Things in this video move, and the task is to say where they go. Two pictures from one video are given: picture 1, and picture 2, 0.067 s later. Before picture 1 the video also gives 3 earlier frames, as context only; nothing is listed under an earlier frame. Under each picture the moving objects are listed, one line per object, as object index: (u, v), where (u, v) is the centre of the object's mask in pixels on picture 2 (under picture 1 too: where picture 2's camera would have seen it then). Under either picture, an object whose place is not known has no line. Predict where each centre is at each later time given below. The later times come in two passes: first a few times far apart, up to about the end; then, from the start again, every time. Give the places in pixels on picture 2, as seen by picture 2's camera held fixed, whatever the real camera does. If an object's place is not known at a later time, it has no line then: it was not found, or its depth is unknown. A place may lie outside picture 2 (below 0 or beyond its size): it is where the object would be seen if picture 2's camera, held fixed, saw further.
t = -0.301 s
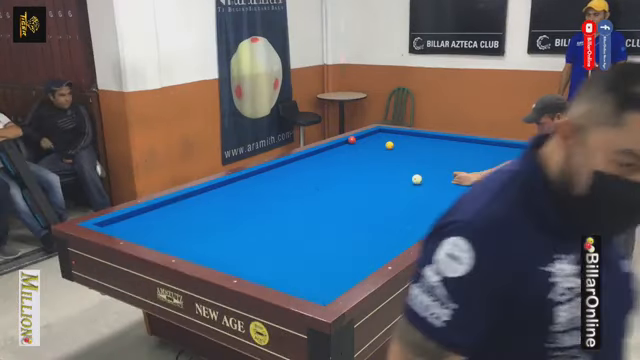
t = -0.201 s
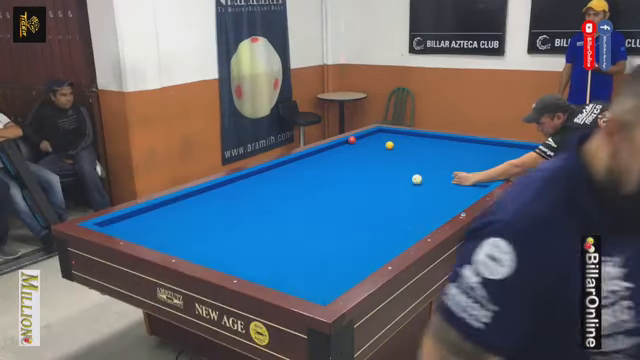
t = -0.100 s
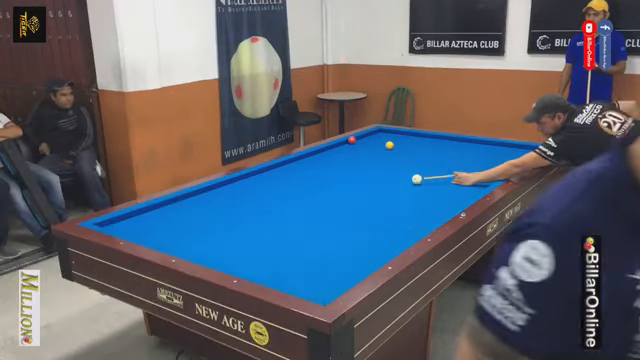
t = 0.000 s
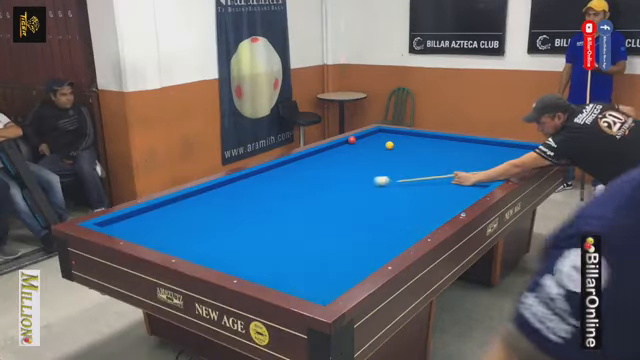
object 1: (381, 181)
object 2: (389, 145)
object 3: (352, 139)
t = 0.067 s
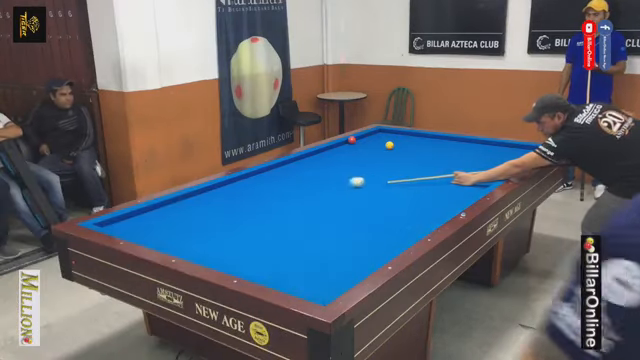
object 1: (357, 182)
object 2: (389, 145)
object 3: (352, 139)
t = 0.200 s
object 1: (311, 184)
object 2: (389, 145)
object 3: (352, 139)
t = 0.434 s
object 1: (234, 189)
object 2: (389, 145)
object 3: (352, 140)
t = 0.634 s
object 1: (197, 200)
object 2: (389, 145)
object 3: (352, 140)
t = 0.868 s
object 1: (177, 224)
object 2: (389, 145)
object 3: (352, 140)
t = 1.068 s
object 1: (172, 242)
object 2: (389, 145)
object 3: (352, 140)
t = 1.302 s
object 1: (239, 239)
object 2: (389, 145)
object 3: (352, 140)
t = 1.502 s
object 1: (291, 237)
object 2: (389, 145)
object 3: (352, 140)
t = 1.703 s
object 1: (343, 235)
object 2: (389, 145)
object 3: (352, 140)
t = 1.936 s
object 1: (402, 232)
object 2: (389, 145)
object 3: (352, 140)
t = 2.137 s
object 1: (409, 221)
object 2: (389, 145)
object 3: (352, 140)
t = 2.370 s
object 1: (405, 207)
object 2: (389, 145)
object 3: (352, 140)
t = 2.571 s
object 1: (401, 196)
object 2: (389, 145)
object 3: (352, 140)
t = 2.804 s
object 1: (397, 186)
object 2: (389, 145)
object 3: (352, 140)
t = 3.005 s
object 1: (395, 178)
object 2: (389, 145)
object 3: (352, 140)
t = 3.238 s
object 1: (392, 169)
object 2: (389, 145)
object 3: (352, 140)
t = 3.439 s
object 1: (389, 162)
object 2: (389, 145)
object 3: (352, 140)
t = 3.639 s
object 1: (387, 156)
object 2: (389, 145)
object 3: (352, 140)
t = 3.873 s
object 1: (385, 150)
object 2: (390, 144)
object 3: (352, 140)
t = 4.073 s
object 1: (379, 145)
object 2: (393, 144)
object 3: (352, 140)
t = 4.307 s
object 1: (369, 143)
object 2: (400, 142)
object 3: (352, 140)
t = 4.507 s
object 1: (360, 140)
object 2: (406, 141)
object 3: (352, 139)
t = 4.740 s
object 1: (359, 138)
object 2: (412, 139)
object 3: (352, 140)
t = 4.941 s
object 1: (364, 137)
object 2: (417, 138)
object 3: (354, 140)
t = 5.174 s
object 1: (371, 137)
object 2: (424, 136)
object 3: (355, 141)
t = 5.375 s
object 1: (376, 137)
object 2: (428, 135)
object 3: (356, 141)
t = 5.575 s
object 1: (381, 136)
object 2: (427, 135)
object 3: (357, 142)
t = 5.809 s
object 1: (387, 136)
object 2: (426, 136)
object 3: (358, 142)
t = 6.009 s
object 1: (391, 136)
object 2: (425, 138)
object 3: (359, 142)
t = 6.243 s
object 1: (396, 136)
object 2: (424, 138)
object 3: (359, 142)
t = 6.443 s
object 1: (400, 136)
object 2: (423, 139)
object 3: (360, 143)
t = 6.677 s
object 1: (405, 136)
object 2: (422, 140)
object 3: (360, 143)
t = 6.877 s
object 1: (408, 135)
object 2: (421, 140)
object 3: (360, 143)
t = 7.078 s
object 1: (411, 135)
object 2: (420, 141)
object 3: (360, 143)
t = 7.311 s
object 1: (414, 135)
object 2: (419, 142)
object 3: (360, 143)
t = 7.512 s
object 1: (417, 135)
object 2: (418, 142)
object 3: (360, 143)
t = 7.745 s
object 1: (420, 135)
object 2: (418, 143)
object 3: (360, 143)
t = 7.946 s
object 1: (422, 135)
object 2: (417, 143)
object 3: (360, 143)
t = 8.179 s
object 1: (425, 135)
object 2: (416, 144)
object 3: (360, 143)
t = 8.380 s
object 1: (426, 135)
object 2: (416, 144)
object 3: (360, 143)
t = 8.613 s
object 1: (427, 135)
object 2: (415, 145)
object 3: (360, 143)
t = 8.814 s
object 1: (427, 135)
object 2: (415, 145)
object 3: (360, 143)
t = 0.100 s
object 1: (345, 183)
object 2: (389, 145)
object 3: (352, 139)
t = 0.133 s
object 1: (333, 183)
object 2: (389, 145)
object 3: (352, 139)
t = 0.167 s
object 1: (322, 184)
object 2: (389, 145)
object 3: (352, 139)
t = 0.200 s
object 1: (311, 184)
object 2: (389, 145)
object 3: (352, 139)
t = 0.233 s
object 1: (301, 185)
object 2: (389, 145)
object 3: (352, 139)
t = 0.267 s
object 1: (290, 185)
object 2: (389, 145)
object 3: (352, 139)
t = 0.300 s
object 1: (279, 186)
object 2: (389, 145)
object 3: (352, 139)
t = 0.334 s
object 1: (267, 187)
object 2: (389, 145)
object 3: (352, 139)
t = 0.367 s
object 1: (256, 187)
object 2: (389, 145)
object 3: (352, 139)
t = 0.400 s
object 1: (245, 188)
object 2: (389, 145)
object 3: (352, 139)
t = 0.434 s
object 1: (234, 189)
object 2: (389, 145)
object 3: (352, 140)
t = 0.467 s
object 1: (223, 189)
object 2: (389, 145)
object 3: (352, 140)
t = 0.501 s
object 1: (212, 190)
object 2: (389, 145)
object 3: (352, 140)
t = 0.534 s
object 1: (202, 190)
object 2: (389, 145)
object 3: (352, 140)
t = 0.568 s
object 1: (200, 194)
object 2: (389, 145)
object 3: (352, 140)
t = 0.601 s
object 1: (199, 197)
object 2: (389, 145)
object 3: (352, 140)
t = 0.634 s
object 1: (197, 200)
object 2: (389, 145)
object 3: (352, 140)
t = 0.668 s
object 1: (195, 203)
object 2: (389, 145)
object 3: (352, 140)
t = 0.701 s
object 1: (193, 206)
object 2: (389, 145)
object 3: (352, 140)
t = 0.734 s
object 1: (190, 210)
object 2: (389, 145)
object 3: (352, 140)
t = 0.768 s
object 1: (187, 213)
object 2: (389, 145)
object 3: (352, 140)
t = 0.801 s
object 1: (184, 217)
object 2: (389, 145)
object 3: (352, 140)
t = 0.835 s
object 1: (181, 220)
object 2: (389, 145)
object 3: (352, 140)
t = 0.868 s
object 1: (177, 224)
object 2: (389, 145)
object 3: (352, 140)
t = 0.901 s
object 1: (174, 227)
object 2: (389, 145)
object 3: (352, 140)
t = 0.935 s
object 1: (170, 231)
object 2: (389, 145)
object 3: (352, 140)
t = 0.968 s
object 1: (167, 236)
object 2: (389, 145)
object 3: (352, 140)
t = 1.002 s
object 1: (163, 239)
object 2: (389, 145)
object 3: (352, 140)
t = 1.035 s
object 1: (161, 242)
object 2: (389, 145)
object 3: (352, 140)
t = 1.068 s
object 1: (172, 242)
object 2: (389, 145)
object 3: (352, 140)
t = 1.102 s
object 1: (182, 241)
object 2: (389, 145)
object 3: (352, 140)
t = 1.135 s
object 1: (193, 241)
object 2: (389, 145)
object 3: (352, 140)
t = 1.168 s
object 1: (203, 240)
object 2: (389, 145)
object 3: (352, 140)
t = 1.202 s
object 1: (212, 240)
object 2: (389, 145)
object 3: (352, 140)
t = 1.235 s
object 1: (221, 240)
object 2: (389, 145)
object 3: (352, 140)
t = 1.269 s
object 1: (230, 239)
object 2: (389, 145)
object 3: (352, 140)
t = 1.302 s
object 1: (239, 239)
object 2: (389, 145)
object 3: (352, 140)
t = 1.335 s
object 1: (248, 239)
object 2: (389, 145)
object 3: (352, 140)
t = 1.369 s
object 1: (256, 238)
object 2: (389, 145)
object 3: (352, 140)
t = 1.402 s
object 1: (265, 238)
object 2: (389, 145)
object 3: (352, 140)
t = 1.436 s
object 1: (274, 237)
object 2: (389, 145)
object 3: (352, 140)
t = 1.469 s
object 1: (282, 237)
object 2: (389, 145)
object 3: (352, 140)
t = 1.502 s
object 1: (291, 237)
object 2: (389, 145)
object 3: (352, 140)
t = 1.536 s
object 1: (300, 236)
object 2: (389, 145)
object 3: (352, 140)
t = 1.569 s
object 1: (309, 236)
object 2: (389, 145)
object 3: (352, 140)
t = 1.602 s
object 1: (317, 236)
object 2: (389, 145)
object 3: (352, 140)
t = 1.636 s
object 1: (325, 235)
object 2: (389, 145)
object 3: (352, 140)
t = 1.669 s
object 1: (334, 235)
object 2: (389, 145)
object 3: (352, 140)
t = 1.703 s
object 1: (343, 235)
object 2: (389, 145)
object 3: (352, 140)
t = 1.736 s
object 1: (351, 234)
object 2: (389, 145)
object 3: (352, 140)
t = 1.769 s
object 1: (360, 234)
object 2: (389, 145)
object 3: (352, 140)
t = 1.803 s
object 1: (368, 234)
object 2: (389, 145)
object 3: (352, 140)
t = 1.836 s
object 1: (377, 233)
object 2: (389, 145)
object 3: (352, 140)
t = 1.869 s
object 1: (385, 233)
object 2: (389, 145)
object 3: (352, 140)
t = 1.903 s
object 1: (393, 233)
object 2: (389, 145)
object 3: (352, 140)
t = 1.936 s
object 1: (402, 232)
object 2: (389, 145)
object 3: (352, 140)
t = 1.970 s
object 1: (409, 232)
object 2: (389, 145)
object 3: (352, 140)
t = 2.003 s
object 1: (414, 230)
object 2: (389, 145)
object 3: (352, 140)
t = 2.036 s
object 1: (413, 228)
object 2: (389, 145)
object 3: (352, 140)
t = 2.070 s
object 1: (411, 226)
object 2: (389, 145)
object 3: (352, 140)
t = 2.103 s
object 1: (410, 223)
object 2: (389, 145)
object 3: (352, 140)
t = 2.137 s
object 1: (409, 221)
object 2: (389, 145)
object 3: (352, 140)
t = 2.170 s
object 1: (409, 219)
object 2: (389, 145)
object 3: (352, 140)
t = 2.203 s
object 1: (408, 217)
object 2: (389, 145)
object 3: (352, 140)
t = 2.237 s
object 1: (407, 215)
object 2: (389, 145)
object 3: (352, 140)
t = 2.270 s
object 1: (407, 213)
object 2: (389, 145)
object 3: (352, 140)
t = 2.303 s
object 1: (406, 211)
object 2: (389, 145)
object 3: (352, 140)
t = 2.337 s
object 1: (406, 209)
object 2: (389, 145)
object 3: (352, 140)
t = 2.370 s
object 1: (405, 207)
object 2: (389, 145)
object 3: (352, 140)
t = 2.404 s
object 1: (404, 205)
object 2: (389, 145)
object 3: (352, 140)
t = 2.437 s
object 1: (403, 203)
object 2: (389, 145)
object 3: (352, 140)
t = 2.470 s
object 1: (403, 202)
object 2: (389, 145)
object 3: (352, 140)
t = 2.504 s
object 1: (402, 200)
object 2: (389, 145)
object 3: (352, 140)
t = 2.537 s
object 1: (402, 198)
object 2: (389, 145)
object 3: (352, 140)
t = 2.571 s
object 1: (401, 196)
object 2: (389, 145)
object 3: (352, 140)
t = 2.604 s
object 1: (400, 195)
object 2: (389, 145)
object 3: (352, 140)
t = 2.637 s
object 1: (400, 193)
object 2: (389, 145)
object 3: (352, 140)
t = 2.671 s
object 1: (399, 192)
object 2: (389, 145)
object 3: (352, 140)
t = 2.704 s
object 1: (399, 190)
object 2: (389, 145)
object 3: (352, 140)
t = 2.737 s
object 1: (398, 189)
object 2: (389, 145)
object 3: (352, 140)
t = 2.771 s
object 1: (398, 187)
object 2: (389, 145)
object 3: (352, 140)
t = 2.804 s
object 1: (397, 186)
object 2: (389, 145)
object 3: (352, 140)
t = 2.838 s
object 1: (397, 184)
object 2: (389, 145)
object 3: (352, 140)
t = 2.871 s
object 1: (396, 183)
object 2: (389, 145)
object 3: (352, 140)
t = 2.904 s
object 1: (396, 181)
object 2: (389, 145)
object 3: (352, 140)
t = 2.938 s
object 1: (395, 180)
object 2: (389, 145)
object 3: (352, 140)
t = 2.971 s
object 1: (395, 179)
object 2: (389, 145)
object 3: (352, 140)
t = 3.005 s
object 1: (395, 178)
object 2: (389, 145)
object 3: (352, 140)
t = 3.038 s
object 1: (394, 176)
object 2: (389, 145)
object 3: (352, 140)
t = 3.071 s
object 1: (394, 175)
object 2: (389, 145)
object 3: (352, 140)
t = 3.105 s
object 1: (393, 174)
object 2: (389, 145)
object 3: (352, 140)
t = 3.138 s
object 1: (393, 172)
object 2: (389, 145)
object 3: (352, 140)
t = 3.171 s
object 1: (392, 171)
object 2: (389, 145)
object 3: (352, 140)
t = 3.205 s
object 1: (392, 170)
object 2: (389, 145)
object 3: (352, 140)
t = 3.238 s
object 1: (392, 169)
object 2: (389, 145)
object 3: (352, 140)
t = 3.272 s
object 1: (391, 167)
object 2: (389, 145)
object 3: (352, 140)
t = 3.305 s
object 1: (391, 166)
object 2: (389, 145)
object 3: (352, 140)
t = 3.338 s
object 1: (390, 165)
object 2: (389, 145)
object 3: (352, 140)
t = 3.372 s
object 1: (390, 164)
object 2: (389, 145)
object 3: (352, 140)
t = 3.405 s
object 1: (390, 163)
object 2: (389, 145)
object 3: (352, 140)
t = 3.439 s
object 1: (389, 162)
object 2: (389, 145)
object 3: (352, 140)
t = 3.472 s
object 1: (389, 161)
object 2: (389, 145)
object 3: (352, 140)
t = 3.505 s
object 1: (389, 160)
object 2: (389, 145)
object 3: (352, 140)
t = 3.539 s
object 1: (388, 159)
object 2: (389, 145)
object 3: (352, 140)
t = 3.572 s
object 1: (388, 158)
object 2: (389, 145)
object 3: (352, 140)
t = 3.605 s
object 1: (388, 157)
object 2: (389, 145)
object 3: (352, 140)
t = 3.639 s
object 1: (387, 156)
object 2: (389, 145)
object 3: (352, 140)
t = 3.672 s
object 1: (387, 155)
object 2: (389, 145)
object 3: (352, 140)
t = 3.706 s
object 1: (387, 154)
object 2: (389, 145)
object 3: (352, 140)
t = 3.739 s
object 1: (386, 153)
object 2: (389, 145)
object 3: (352, 140)
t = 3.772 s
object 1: (386, 152)
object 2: (389, 144)
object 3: (352, 140)
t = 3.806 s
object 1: (386, 152)
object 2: (389, 144)
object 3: (352, 140)
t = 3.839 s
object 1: (386, 151)
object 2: (389, 144)
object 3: (352, 140)
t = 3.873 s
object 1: (385, 150)
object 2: (390, 144)
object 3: (352, 140)
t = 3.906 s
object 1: (385, 149)
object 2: (390, 144)
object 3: (352, 140)
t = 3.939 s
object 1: (385, 148)
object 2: (390, 144)
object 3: (352, 140)
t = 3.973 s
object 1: (384, 147)
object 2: (390, 145)
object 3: (352, 140)
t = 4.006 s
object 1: (383, 146)
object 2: (390, 145)
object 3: (352, 140)
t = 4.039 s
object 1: (381, 146)
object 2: (392, 144)
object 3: (352, 140)
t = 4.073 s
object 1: (379, 145)
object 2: (393, 144)
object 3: (352, 140)
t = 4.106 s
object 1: (378, 145)
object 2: (394, 144)
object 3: (352, 140)
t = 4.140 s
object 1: (376, 145)
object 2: (395, 143)
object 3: (352, 140)
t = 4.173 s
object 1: (375, 144)
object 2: (396, 143)
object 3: (352, 140)
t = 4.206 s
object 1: (373, 144)
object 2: (397, 143)
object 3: (352, 140)
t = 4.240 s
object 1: (372, 143)
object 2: (398, 143)
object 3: (352, 140)
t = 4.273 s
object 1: (370, 143)
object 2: (399, 143)
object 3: (352, 140)
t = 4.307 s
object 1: (369, 143)
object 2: (400, 142)
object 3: (352, 140)
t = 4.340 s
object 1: (367, 142)
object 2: (401, 142)
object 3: (352, 140)
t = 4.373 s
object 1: (366, 141)
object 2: (402, 142)
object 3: (352, 140)
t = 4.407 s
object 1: (364, 141)
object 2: (403, 141)
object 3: (352, 140)
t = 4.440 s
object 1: (363, 141)
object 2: (404, 141)
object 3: (352, 140)
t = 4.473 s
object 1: (361, 140)
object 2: (405, 141)
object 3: (352, 139)
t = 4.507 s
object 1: (360, 140)
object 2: (406, 141)
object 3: (352, 139)
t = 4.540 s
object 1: (359, 139)
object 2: (407, 141)
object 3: (352, 140)
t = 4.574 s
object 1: (359, 139)
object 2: (408, 140)
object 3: (351, 139)
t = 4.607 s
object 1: (358, 138)
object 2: (409, 140)
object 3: (351, 140)
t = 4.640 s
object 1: (358, 138)
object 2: (410, 139)
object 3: (351, 140)
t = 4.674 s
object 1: (357, 138)
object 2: (410, 139)
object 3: (351, 140)
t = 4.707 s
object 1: (358, 138)
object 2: (411, 139)
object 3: (352, 140)
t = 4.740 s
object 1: (359, 138)
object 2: (412, 139)
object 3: (352, 140)
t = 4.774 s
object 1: (360, 138)
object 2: (413, 139)
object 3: (352, 140)
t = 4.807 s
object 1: (361, 138)
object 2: (414, 139)
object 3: (353, 140)
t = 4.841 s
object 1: (362, 138)
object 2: (415, 138)
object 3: (353, 140)
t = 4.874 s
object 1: (363, 138)
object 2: (416, 138)
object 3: (353, 140)
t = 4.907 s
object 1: (363, 138)
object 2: (417, 138)
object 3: (354, 141)
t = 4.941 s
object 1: (364, 137)
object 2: (417, 138)
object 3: (354, 140)
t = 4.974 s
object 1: (365, 137)
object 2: (418, 137)
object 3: (354, 140)
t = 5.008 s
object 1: (366, 137)
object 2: (419, 137)
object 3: (354, 141)
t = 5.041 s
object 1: (367, 137)
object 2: (420, 137)
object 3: (355, 141)
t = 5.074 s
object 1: (368, 137)
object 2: (421, 137)
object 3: (355, 141)
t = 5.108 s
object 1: (369, 137)
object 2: (422, 137)
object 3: (355, 141)
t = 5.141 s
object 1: (370, 137)
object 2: (422, 136)
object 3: (355, 141)
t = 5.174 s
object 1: (371, 137)
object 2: (424, 136)
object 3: (355, 141)
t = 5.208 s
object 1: (372, 137)
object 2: (424, 136)
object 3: (355, 141)
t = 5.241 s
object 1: (372, 137)
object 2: (425, 135)
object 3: (355, 141)
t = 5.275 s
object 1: (374, 137)
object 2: (426, 135)
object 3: (355, 141)
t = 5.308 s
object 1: (374, 137)
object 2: (427, 135)
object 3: (356, 141)
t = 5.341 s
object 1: (375, 137)
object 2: (427, 135)
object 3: (356, 141)
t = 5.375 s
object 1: (376, 137)
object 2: (428, 135)
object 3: (356, 141)
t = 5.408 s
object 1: (377, 137)
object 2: (428, 135)
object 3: (356, 141)
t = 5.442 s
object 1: (378, 137)
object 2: (428, 135)
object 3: (357, 141)
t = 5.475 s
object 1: (379, 137)
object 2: (428, 135)
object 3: (356, 141)
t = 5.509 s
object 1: (379, 137)
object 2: (428, 135)
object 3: (357, 142)
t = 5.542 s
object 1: (380, 137)
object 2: (428, 135)
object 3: (357, 141)
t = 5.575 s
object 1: (381, 136)
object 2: (427, 135)
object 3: (357, 142)
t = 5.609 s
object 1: (382, 137)
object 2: (427, 136)
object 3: (357, 142)
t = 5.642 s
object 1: (383, 136)
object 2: (427, 136)
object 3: (357, 141)
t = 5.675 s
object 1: (383, 136)
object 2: (427, 136)
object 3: (357, 141)
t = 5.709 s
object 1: (384, 136)
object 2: (426, 136)
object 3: (358, 142)
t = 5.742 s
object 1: (385, 136)
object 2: (426, 136)
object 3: (358, 142)
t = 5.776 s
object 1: (386, 136)
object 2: (426, 136)
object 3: (358, 142)
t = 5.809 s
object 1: (387, 136)
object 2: (426, 136)
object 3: (358, 142)
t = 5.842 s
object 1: (387, 136)
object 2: (426, 137)
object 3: (358, 142)
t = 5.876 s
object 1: (388, 136)
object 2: (426, 137)
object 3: (358, 142)
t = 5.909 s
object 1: (389, 136)
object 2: (426, 137)
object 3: (358, 142)
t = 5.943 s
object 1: (390, 136)
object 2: (425, 137)
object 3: (359, 142)
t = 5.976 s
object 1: (391, 136)
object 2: (425, 137)
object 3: (359, 142)
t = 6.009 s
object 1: (391, 136)
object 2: (425, 138)
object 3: (359, 142)
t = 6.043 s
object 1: (392, 136)
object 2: (425, 138)
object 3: (359, 142)
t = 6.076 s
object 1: (393, 136)
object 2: (425, 138)
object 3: (359, 142)
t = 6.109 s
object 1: (393, 136)
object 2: (425, 138)
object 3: (359, 142)
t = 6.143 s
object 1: (394, 136)
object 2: (424, 138)
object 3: (359, 142)
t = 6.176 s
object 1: (395, 136)
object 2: (424, 138)
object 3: (359, 142)
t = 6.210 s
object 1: (395, 136)
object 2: (424, 138)
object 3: (359, 142)
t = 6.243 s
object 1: (396, 136)
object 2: (424, 138)
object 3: (359, 142)
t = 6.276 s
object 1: (397, 136)
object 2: (423, 138)
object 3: (360, 142)
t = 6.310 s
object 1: (397, 136)
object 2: (423, 138)
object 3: (359, 142)
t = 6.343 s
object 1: (398, 136)
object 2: (423, 139)
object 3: (359, 142)
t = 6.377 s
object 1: (399, 136)
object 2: (423, 139)
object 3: (360, 143)
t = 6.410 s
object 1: (400, 136)
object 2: (423, 139)
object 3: (360, 143)
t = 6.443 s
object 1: (400, 136)
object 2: (423, 139)
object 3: (360, 143)
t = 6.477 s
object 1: (401, 136)
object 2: (423, 139)
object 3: (360, 143)
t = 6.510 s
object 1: (401, 136)
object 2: (422, 139)
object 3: (360, 143)
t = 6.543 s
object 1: (402, 136)
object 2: (422, 139)
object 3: (360, 143)
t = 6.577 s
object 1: (403, 136)
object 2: (422, 139)
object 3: (360, 143)
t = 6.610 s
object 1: (403, 136)
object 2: (422, 140)
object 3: (360, 143)
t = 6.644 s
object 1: (404, 136)
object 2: (422, 140)
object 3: (360, 143)
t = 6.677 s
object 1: (405, 136)
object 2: (422, 140)
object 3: (360, 143)
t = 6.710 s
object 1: (405, 135)
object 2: (421, 140)
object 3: (360, 143)
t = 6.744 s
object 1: (406, 135)
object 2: (421, 140)
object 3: (360, 143)
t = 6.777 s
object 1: (406, 136)
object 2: (421, 140)
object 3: (360, 143)
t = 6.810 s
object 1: (407, 135)
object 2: (421, 140)
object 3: (360, 143)
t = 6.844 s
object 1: (407, 135)
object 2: (421, 140)
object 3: (360, 143)
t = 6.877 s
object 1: (408, 135)
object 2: (421, 140)
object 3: (360, 143)
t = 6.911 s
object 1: (408, 135)
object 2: (421, 141)
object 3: (360, 143)
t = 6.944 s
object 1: (409, 135)
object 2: (421, 141)
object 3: (360, 143)
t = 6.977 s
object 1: (410, 135)
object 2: (421, 141)
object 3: (360, 143)
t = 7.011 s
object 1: (410, 135)
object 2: (420, 141)
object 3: (360, 143)
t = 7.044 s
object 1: (410, 135)
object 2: (420, 141)
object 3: (360, 143)
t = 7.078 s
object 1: (411, 135)
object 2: (420, 141)
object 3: (360, 143)
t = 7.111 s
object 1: (412, 135)
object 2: (420, 141)
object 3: (360, 143)
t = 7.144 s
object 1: (412, 135)
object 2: (420, 141)
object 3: (360, 143)
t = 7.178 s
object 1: (413, 135)
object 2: (419, 141)
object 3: (360, 143)
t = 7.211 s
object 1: (413, 135)
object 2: (419, 142)
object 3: (360, 143)
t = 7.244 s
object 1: (414, 135)
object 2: (419, 142)
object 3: (360, 143)
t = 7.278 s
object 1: (414, 135)
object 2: (419, 142)
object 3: (360, 143)
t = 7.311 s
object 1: (414, 135)
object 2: (419, 142)
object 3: (360, 143)
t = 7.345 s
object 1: (415, 135)
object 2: (419, 142)
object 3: (360, 143)
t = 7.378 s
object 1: (415, 135)
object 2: (419, 142)
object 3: (360, 143)
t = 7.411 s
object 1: (416, 135)
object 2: (419, 142)
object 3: (360, 143)
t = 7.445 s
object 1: (416, 135)
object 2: (419, 142)
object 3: (360, 143)
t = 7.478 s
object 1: (417, 135)
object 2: (418, 142)
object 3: (360, 143)
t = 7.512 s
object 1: (417, 135)
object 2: (418, 142)
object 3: (360, 143)
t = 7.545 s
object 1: (418, 135)
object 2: (418, 143)
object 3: (360, 143)
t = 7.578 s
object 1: (418, 135)
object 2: (418, 143)
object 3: (360, 143)
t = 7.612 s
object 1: (419, 135)
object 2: (418, 143)
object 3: (360, 143)
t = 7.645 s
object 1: (419, 135)
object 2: (418, 143)
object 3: (360, 143)
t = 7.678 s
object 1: (419, 135)
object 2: (418, 143)
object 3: (360, 143)
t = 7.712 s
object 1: (420, 135)
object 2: (418, 143)
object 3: (360, 143)
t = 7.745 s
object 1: (420, 135)
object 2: (418, 143)
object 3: (360, 143)
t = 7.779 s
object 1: (421, 135)
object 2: (418, 143)
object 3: (360, 143)
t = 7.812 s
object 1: (421, 135)
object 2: (417, 143)
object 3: (360, 143)
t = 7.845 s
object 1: (421, 135)
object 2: (417, 143)
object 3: (360, 143)
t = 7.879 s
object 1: (422, 135)
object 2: (417, 144)
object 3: (360, 143)
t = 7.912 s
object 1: (422, 135)
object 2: (417, 143)
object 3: (360, 143)
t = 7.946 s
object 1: (422, 135)
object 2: (417, 143)
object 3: (360, 143)
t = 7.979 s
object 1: (423, 135)
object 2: (417, 143)
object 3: (360, 143)
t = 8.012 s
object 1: (423, 135)
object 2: (417, 144)
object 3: (360, 143)
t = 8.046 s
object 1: (424, 134)
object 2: (417, 144)
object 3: (360, 143)
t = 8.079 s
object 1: (424, 135)
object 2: (416, 144)
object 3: (360, 143)
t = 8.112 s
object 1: (425, 135)
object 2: (416, 144)
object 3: (360, 143)
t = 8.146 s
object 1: (425, 135)
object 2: (416, 144)
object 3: (360, 143)
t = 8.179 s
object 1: (425, 135)
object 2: (416, 144)
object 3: (360, 143)
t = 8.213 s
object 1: (425, 135)
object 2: (416, 144)
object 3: (360, 143)
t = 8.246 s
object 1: (426, 135)
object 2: (416, 144)
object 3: (360, 143)
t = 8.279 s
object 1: (426, 135)
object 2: (416, 144)
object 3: (360, 143)
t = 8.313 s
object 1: (426, 135)
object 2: (416, 144)
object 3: (360, 143)
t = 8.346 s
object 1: (426, 135)
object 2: (416, 144)
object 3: (360, 143)
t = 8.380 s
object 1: (426, 135)
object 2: (416, 144)
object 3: (360, 143)
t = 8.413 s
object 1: (426, 135)
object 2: (415, 145)
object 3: (360, 143)
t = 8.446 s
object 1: (426, 135)
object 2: (415, 145)
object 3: (360, 143)
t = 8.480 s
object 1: (426, 135)
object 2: (415, 145)
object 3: (360, 143)
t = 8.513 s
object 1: (427, 135)
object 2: (415, 145)
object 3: (360, 143)
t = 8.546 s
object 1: (427, 135)
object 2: (415, 145)
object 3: (360, 143)
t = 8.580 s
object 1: (427, 135)
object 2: (415, 145)
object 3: (360, 143)
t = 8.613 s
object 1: (427, 135)
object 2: (415, 145)
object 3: (360, 143)
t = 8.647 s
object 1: (427, 135)
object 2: (415, 145)
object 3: (360, 143)
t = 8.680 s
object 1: (427, 135)
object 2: (415, 145)
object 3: (360, 143)
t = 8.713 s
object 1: (427, 135)
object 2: (415, 145)
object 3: (360, 143)
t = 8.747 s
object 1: (427, 135)
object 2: (415, 145)
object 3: (360, 143)
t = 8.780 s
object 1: (427, 135)
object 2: (415, 145)
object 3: (360, 143)
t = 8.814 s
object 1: (427, 135)
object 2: (415, 145)
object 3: (360, 143)
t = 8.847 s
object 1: (427, 135)
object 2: (415, 145)
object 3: (360, 143)
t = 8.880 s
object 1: (427, 135)
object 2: (415, 145)
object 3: (360, 143)
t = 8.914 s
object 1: (427, 135)
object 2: (415, 145)
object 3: (360, 143)
